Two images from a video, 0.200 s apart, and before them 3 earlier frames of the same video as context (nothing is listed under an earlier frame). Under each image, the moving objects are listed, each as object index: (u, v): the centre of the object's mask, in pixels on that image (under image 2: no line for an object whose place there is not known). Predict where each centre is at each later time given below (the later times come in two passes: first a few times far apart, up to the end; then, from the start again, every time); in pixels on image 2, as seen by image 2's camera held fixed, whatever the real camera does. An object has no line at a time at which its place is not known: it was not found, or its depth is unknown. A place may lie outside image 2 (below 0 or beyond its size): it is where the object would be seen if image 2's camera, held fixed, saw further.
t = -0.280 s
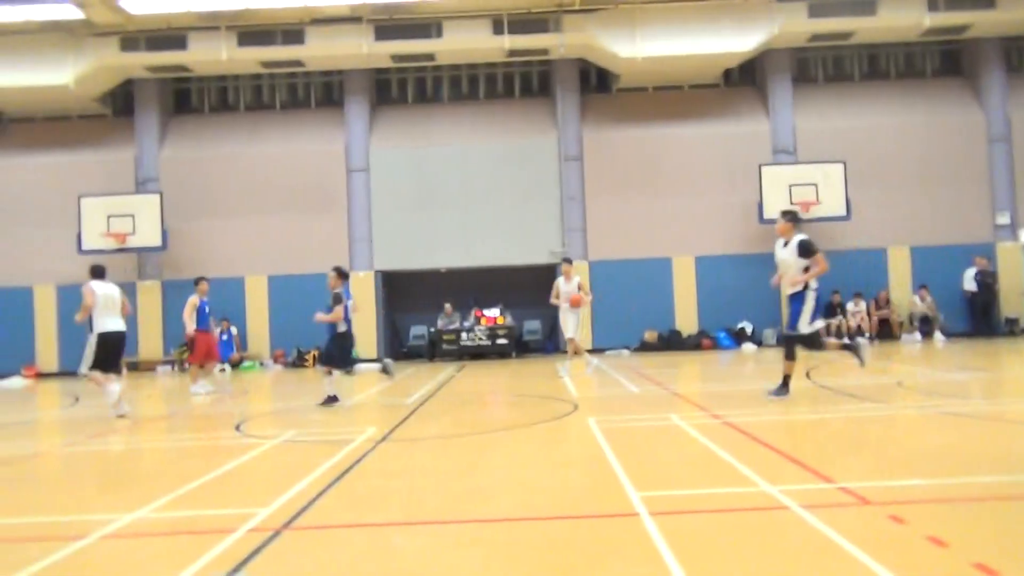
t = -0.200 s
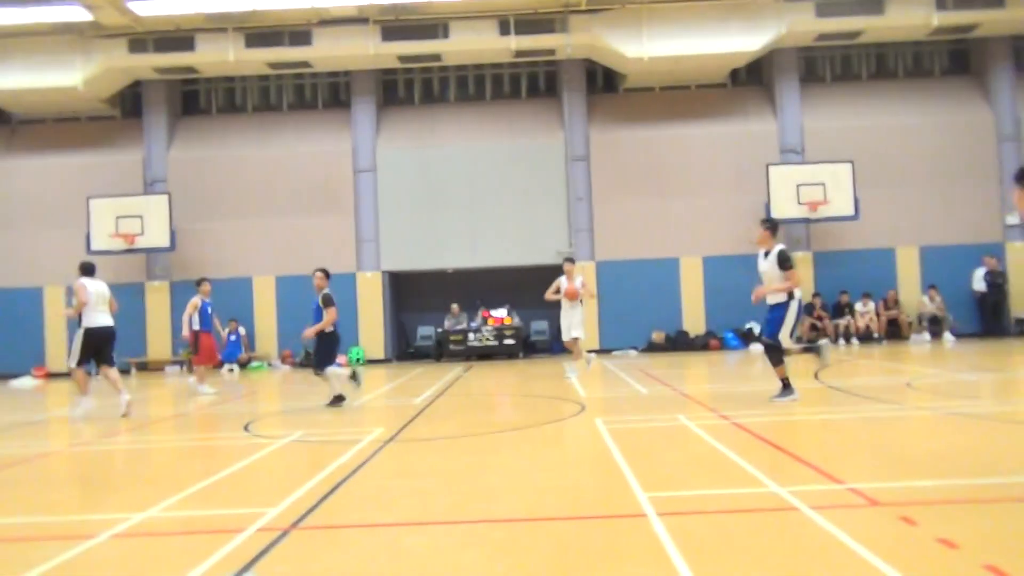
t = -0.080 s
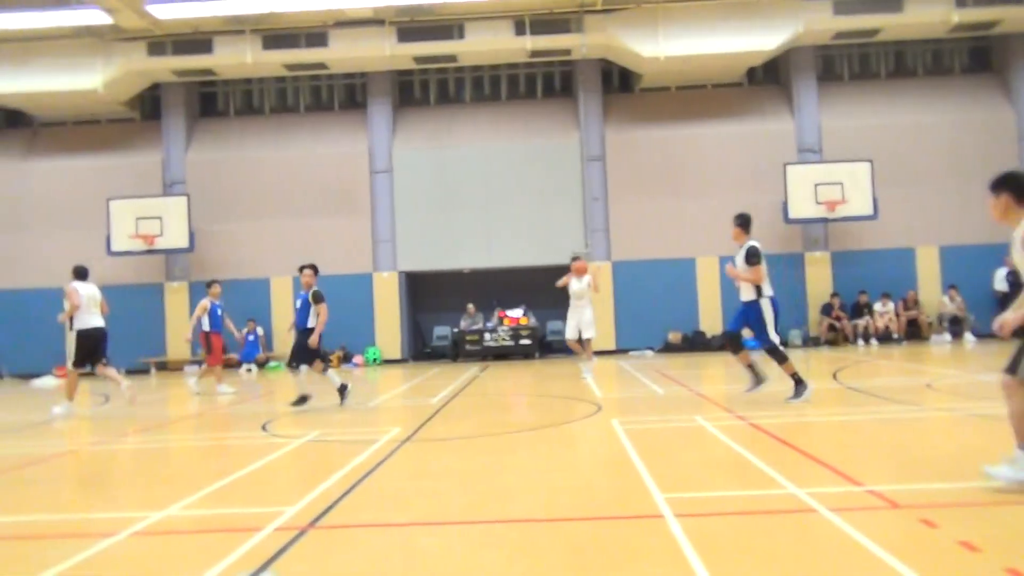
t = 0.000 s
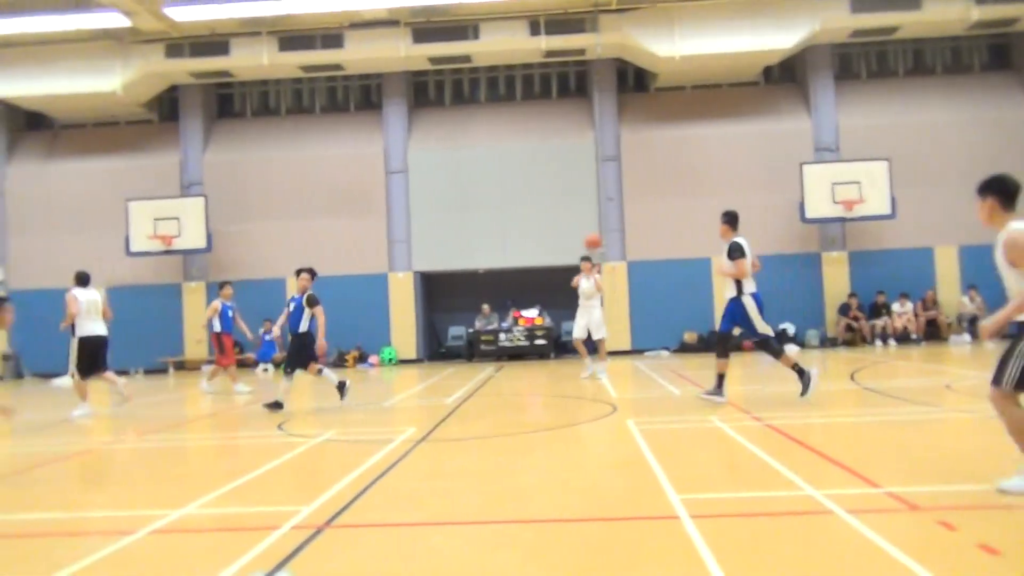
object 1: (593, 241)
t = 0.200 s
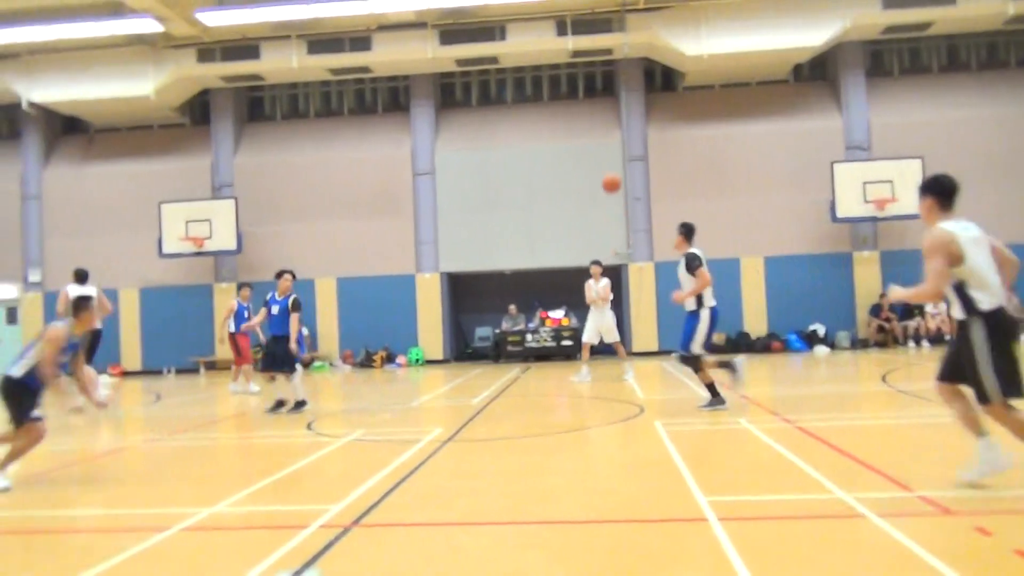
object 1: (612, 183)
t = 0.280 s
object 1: (608, 164)
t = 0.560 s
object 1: (591, 126)
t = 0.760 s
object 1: (578, 146)
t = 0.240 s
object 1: (610, 173)
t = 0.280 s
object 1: (608, 164)
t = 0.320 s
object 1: (606, 156)
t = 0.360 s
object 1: (604, 148)
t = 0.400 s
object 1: (602, 140)
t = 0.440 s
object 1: (599, 135)
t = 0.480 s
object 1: (596, 131)
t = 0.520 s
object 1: (593, 128)
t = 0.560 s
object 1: (591, 126)
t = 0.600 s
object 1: (589, 126)
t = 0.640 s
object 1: (587, 128)
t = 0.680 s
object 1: (585, 131)
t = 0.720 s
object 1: (582, 137)
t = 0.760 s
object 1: (578, 146)
